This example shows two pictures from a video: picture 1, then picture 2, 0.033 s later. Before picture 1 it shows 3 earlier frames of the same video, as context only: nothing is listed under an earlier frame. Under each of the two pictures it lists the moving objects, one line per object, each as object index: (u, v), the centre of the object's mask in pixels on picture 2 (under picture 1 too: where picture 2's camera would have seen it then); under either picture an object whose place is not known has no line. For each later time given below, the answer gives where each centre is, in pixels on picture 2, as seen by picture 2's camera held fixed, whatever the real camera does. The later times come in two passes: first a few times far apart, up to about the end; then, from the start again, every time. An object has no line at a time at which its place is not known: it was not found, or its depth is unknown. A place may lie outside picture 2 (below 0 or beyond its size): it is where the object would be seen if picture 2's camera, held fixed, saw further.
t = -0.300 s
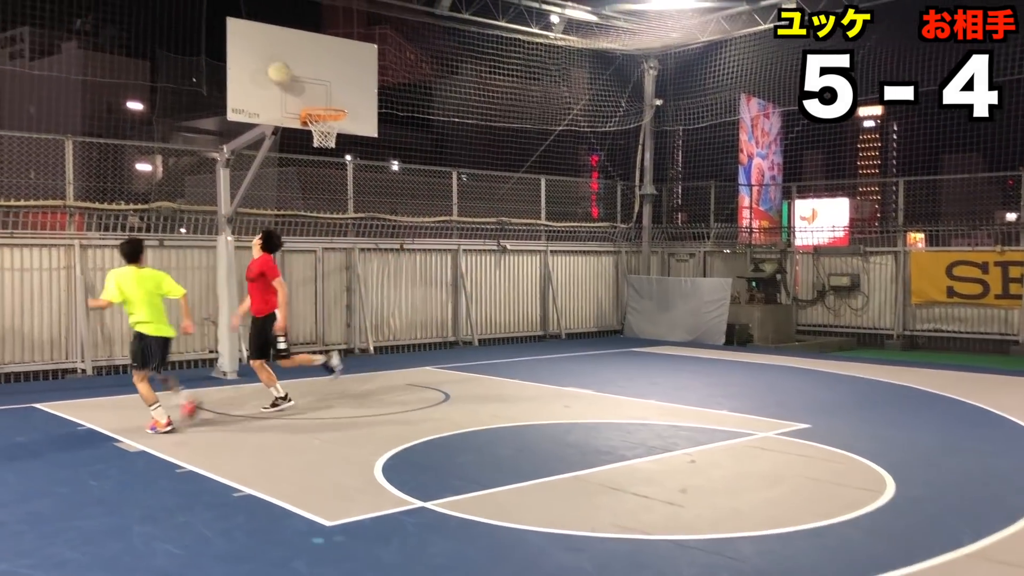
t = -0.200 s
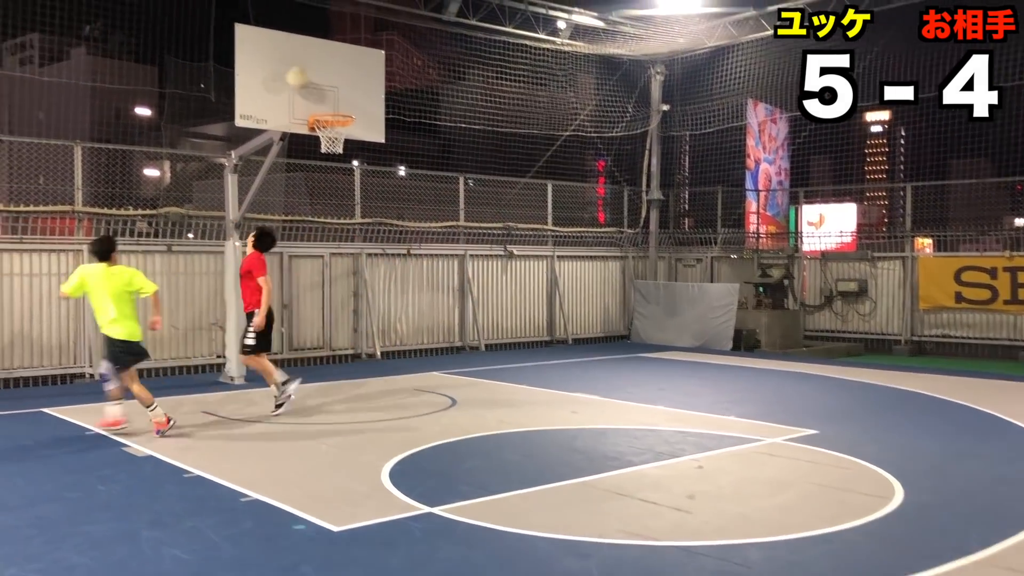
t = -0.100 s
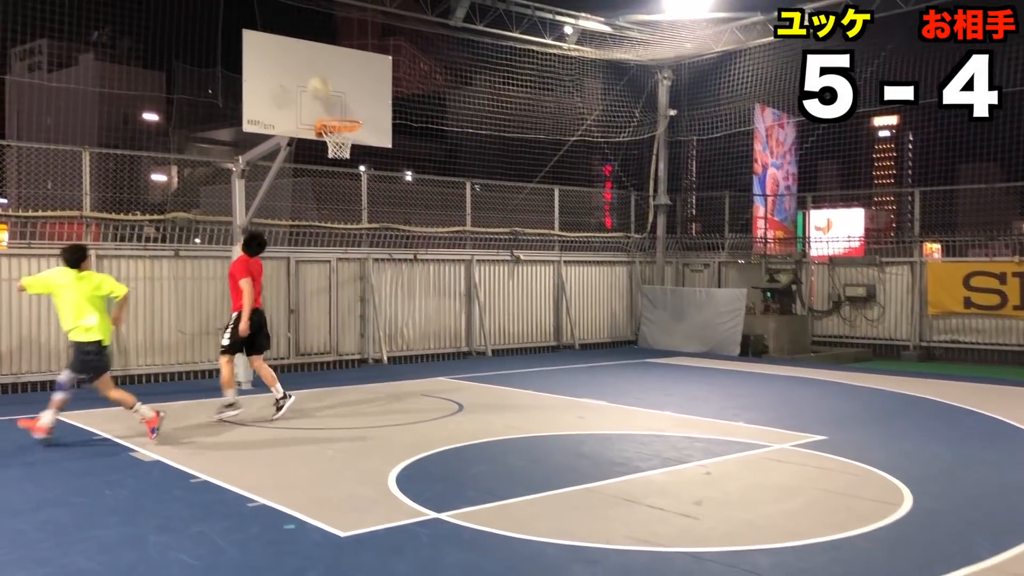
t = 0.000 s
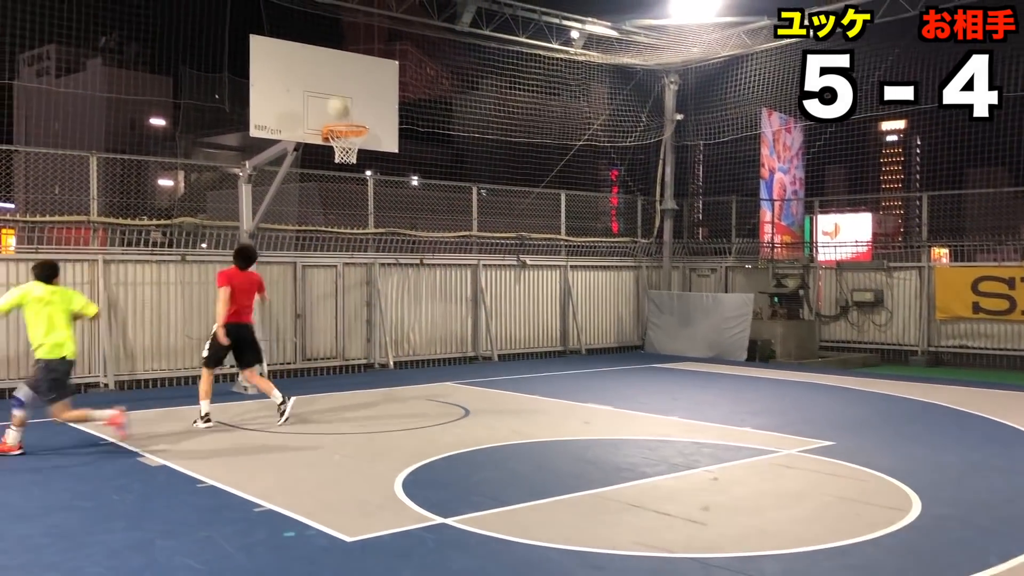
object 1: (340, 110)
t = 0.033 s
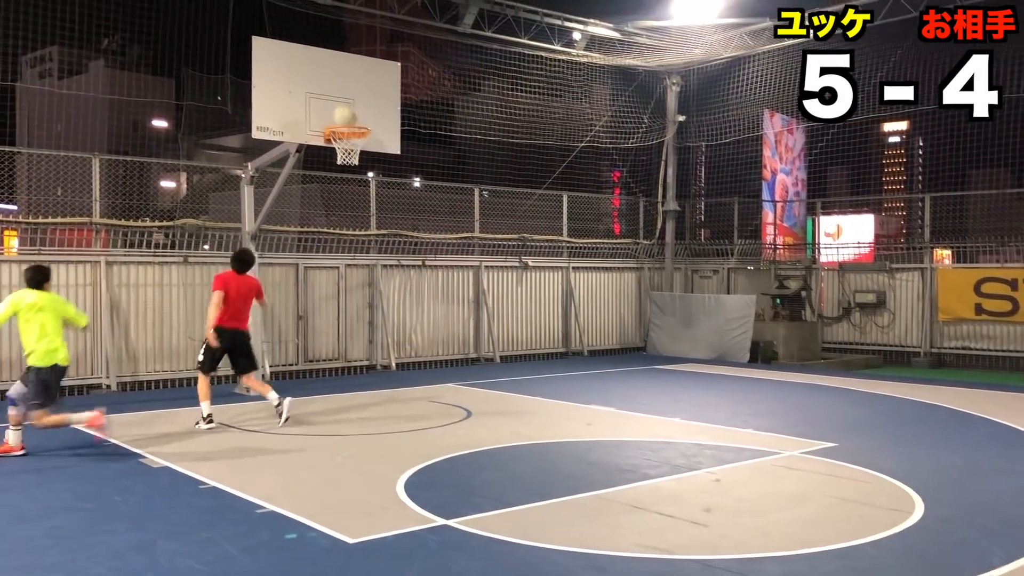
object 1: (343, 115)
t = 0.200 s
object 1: (348, 135)
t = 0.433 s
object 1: (344, 169)
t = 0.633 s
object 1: (342, 230)
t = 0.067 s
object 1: (347, 120)
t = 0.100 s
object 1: (346, 121)
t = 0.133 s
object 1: (347, 128)
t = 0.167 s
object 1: (347, 133)
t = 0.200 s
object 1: (348, 135)
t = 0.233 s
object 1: (348, 150)
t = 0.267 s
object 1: (348, 150)
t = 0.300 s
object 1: (345, 152)
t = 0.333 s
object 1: (345, 153)
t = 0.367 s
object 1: (345, 157)
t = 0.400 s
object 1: (344, 164)
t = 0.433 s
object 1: (344, 169)
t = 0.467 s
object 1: (344, 177)
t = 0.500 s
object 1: (344, 186)
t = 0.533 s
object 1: (344, 196)
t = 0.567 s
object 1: (343, 205)
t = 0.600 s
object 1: (344, 218)
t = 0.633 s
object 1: (342, 230)
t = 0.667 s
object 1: (342, 243)
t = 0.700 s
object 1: (342, 258)
